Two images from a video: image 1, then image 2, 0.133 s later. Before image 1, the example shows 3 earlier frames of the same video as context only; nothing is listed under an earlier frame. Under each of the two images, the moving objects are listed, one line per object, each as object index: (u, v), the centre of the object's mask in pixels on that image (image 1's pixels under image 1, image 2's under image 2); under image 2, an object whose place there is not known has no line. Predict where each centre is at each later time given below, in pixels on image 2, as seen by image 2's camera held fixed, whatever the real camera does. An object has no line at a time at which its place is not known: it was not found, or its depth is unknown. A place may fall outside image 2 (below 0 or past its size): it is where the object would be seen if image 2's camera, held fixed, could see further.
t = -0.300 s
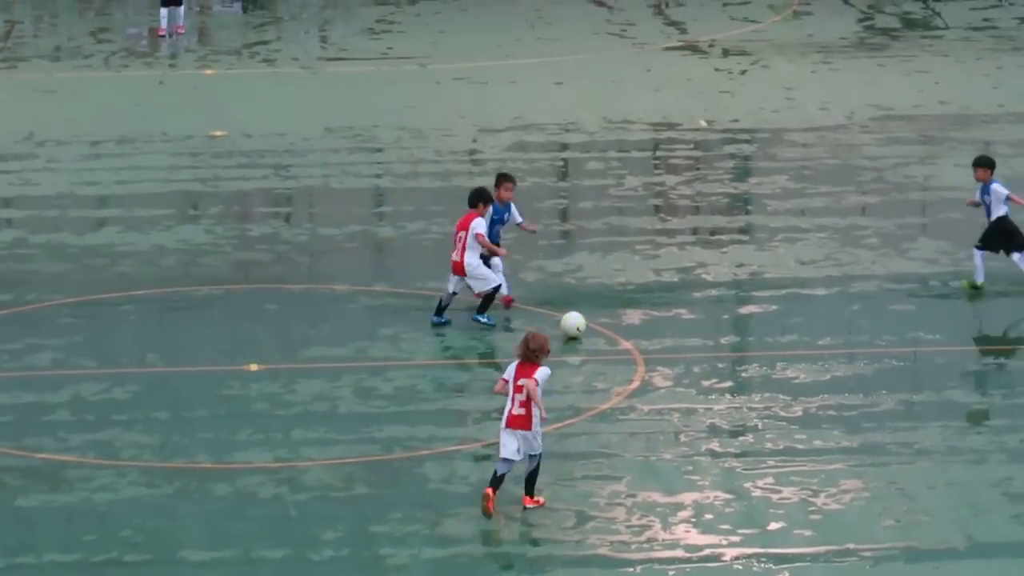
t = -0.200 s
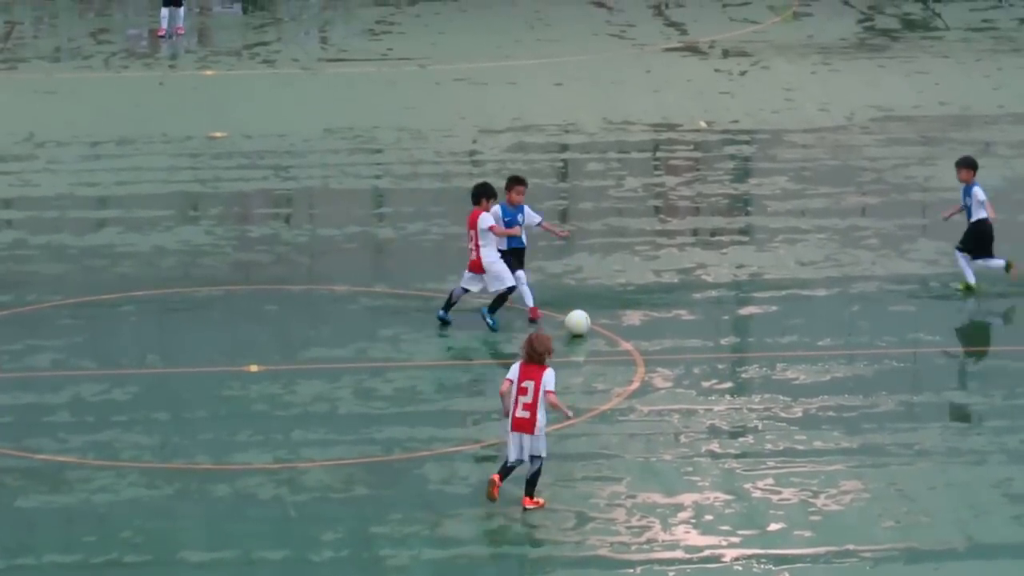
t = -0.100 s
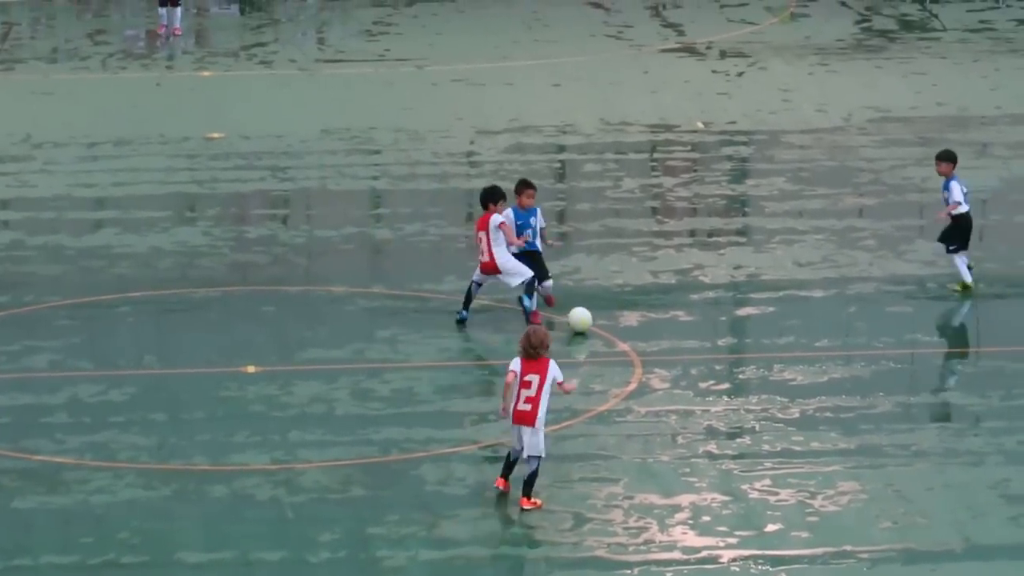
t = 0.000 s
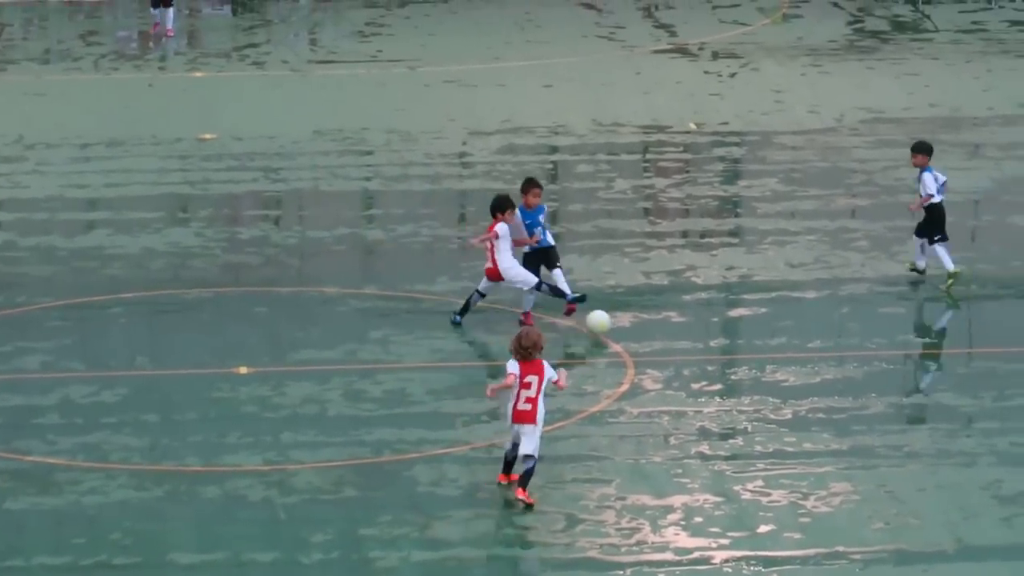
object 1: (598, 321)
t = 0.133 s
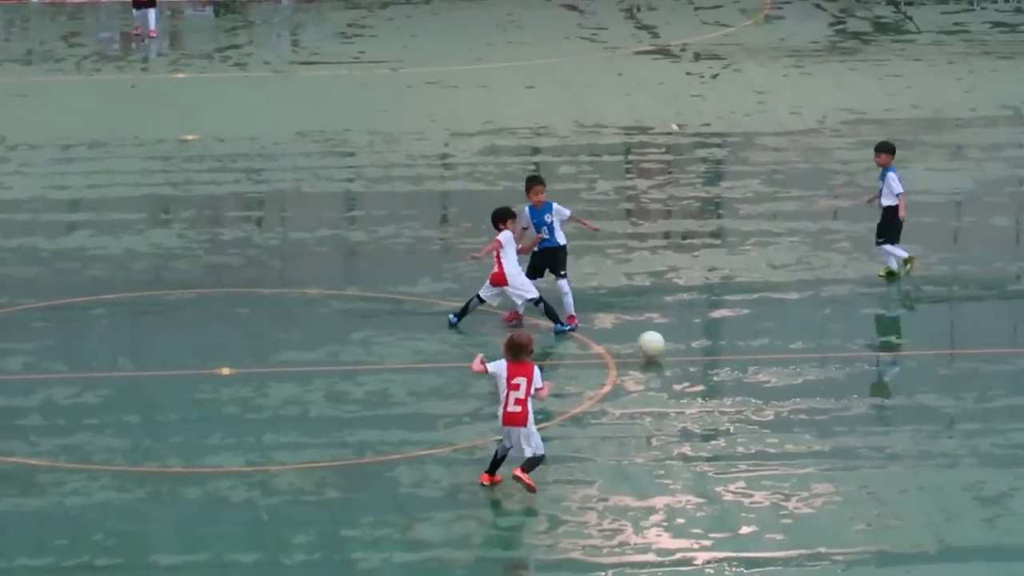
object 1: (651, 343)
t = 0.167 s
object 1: (669, 346)
